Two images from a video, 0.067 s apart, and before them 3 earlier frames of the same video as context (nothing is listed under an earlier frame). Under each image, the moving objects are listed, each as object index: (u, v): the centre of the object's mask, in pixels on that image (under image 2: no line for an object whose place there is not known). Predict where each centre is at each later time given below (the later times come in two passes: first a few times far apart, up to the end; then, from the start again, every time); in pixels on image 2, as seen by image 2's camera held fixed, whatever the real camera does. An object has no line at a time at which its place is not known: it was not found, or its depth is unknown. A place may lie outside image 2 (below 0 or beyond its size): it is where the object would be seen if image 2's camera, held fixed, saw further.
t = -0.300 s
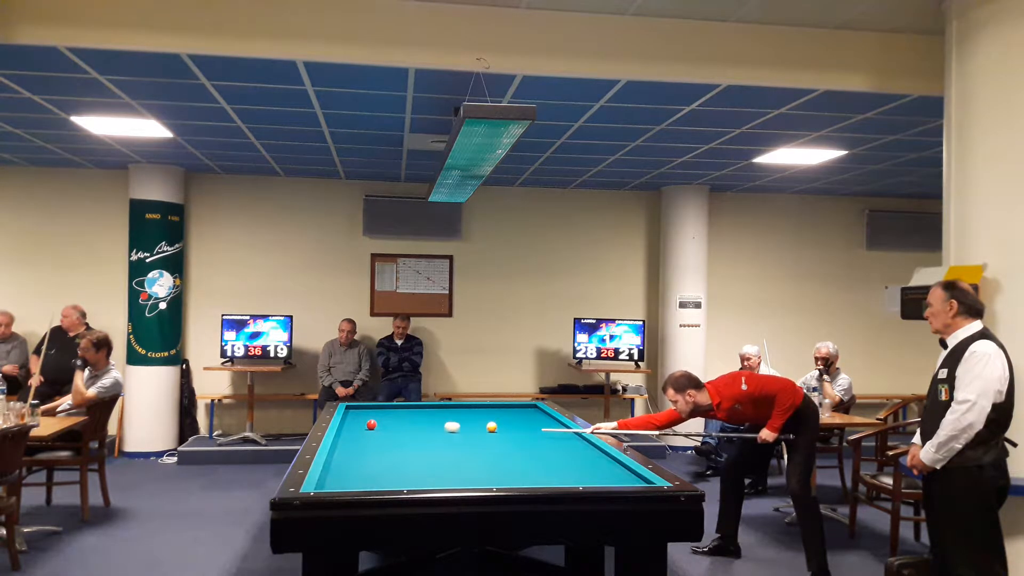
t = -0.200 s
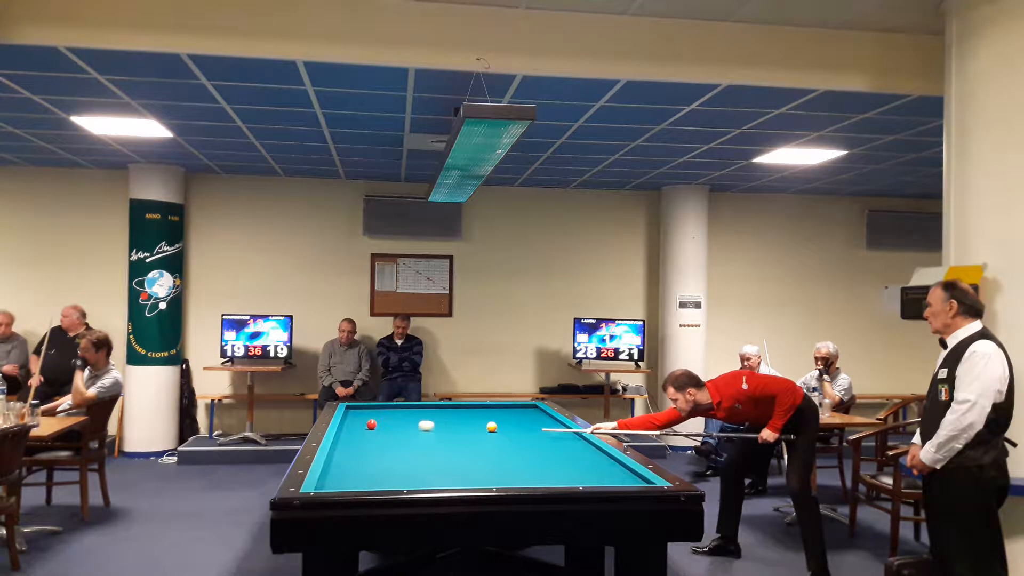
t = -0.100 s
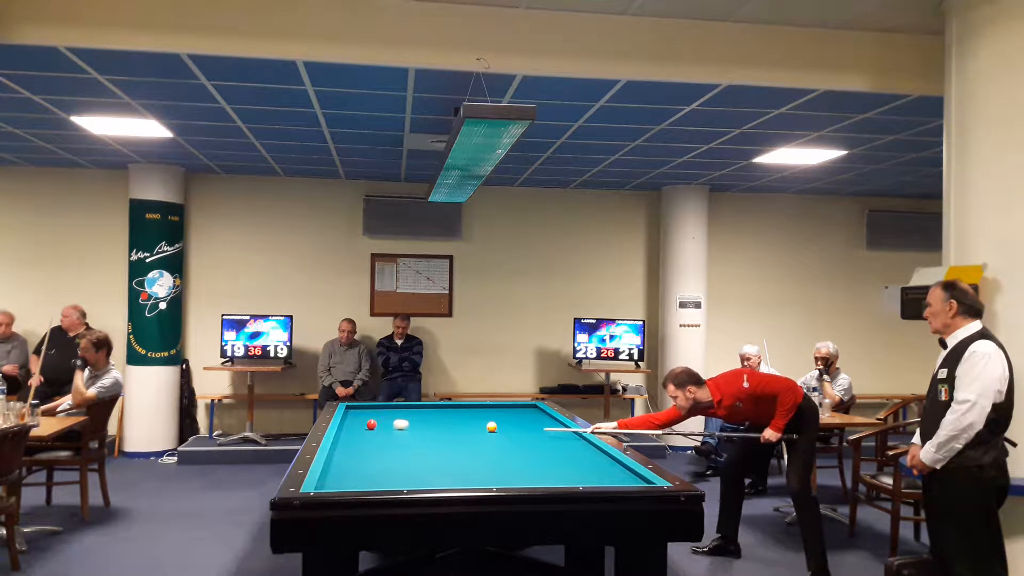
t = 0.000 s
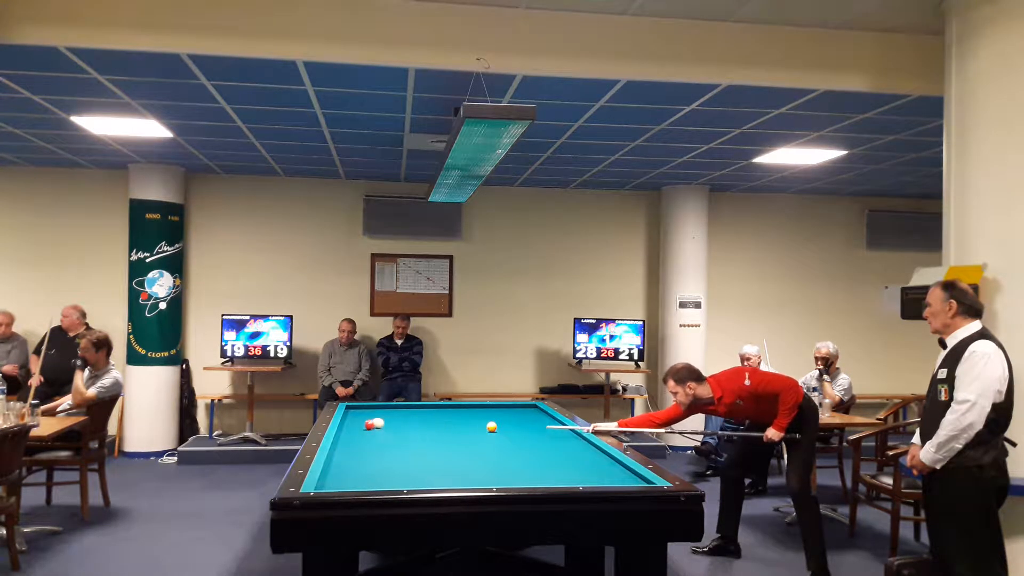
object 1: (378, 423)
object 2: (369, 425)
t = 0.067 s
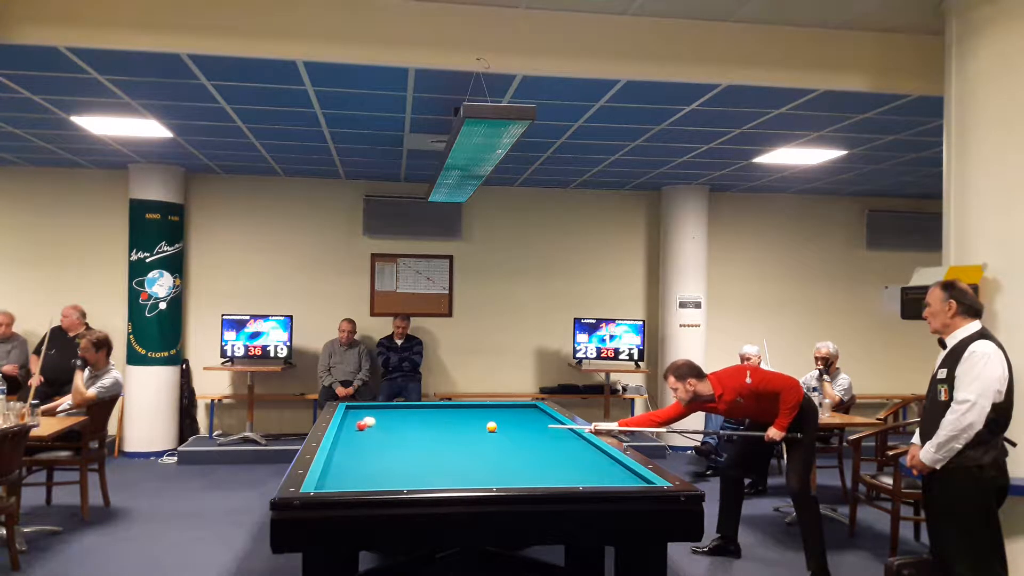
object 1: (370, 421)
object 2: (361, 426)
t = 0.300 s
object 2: (344, 428)
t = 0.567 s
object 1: (374, 413)
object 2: (357, 429)
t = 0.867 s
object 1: (396, 409)
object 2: (371, 429)
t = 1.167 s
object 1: (416, 405)
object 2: (384, 430)
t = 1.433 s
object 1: (436, 407)
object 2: (396, 431)
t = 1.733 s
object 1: (460, 409)
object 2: (408, 432)
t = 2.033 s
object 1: (483, 411)
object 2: (420, 433)
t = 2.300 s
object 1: (504, 413)
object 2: (431, 434)
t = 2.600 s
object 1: (528, 416)
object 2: (442, 434)
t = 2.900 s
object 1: (552, 418)
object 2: (453, 435)
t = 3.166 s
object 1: (544, 420)
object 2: (462, 436)
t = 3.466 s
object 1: (534, 422)
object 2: (472, 436)
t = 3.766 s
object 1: (525, 425)
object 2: (481, 437)
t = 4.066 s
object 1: (515, 427)
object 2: (489, 438)
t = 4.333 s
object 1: (506, 429)
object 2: (496, 438)
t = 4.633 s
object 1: (496, 431)
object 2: (504, 439)
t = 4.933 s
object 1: (486, 434)
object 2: (510, 439)
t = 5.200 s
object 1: (477, 436)
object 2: (516, 439)
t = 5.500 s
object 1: (466, 439)
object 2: (521, 440)
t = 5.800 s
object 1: (456, 441)
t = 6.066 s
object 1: (447, 443)
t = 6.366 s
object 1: (436, 446)
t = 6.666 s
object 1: (426, 448)
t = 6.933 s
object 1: (417, 450)
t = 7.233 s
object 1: (407, 453)
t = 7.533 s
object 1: (397, 456)
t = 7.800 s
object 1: (388, 457)
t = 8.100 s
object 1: (379, 460)
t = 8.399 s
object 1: (369, 462)
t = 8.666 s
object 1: (362, 464)
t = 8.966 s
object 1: (353, 466)
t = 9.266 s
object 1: (345, 468)
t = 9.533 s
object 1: (338, 469)
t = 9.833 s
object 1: (331, 471)
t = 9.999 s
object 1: (328, 472)
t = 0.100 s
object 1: (365, 420)
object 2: (358, 426)
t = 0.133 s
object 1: (360, 420)
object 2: (354, 427)
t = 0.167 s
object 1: (355, 419)
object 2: (352, 427)
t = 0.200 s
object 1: (350, 418)
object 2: (349, 427)
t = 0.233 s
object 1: (346, 418)
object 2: (346, 428)
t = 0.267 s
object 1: (349, 418)
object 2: (343, 428)
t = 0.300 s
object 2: (344, 428)
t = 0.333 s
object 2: (346, 428)
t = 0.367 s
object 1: (358, 416)
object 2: (348, 428)
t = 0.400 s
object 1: (361, 416)
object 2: (349, 428)
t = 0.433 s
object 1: (364, 415)
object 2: (351, 428)
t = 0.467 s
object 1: (366, 415)
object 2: (352, 428)
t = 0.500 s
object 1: (369, 414)
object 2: (354, 428)
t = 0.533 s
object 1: (372, 414)
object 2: (355, 429)
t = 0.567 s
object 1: (374, 413)
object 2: (357, 429)
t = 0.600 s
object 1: (377, 412)
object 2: (359, 429)
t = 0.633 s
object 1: (379, 412)
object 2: (360, 429)
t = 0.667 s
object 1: (382, 411)
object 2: (362, 429)
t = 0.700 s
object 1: (384, 411)
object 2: (363, 429)
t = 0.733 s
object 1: (386, 411)
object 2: (365, 429)
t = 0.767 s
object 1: (389, 410)
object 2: (366, 429)
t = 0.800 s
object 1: (391, 410)
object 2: (368, 429)
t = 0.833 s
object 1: (393, 409)
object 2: (369, 429)
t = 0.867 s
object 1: (396, 409)
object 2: (371, 429)
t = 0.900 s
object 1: (398, 408)
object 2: (372, 430)
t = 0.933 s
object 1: (400, 408)
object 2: (374, 430)
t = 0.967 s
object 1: (402, 407)
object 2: (375, 430)
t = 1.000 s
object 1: (405, 407)
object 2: (377, 430)
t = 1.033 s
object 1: (407, 406)
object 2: (378, 430)
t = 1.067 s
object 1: (409, 406)
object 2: (380, 430)
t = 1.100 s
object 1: (411, 405)
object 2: (381, 430)
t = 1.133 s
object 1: (413, 405)
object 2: (383, 430)
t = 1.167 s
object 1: (416, 405)
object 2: (384, 430)
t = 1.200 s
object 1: (418, 405)
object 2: (386, 431)
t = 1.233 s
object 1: (421, 406)
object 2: (387, 431)
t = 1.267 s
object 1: (424, 406)
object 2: (389, 431)
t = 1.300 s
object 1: (426, 406)
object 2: (390, 431)
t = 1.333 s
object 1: (429, 406)
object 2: (392, 431)
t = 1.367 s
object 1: (431, 406)
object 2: (393, 431)
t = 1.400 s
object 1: (434, 407)
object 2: (394, 431)
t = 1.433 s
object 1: (436, 407)
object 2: (396, 431)
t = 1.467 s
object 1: (439, 407)
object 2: (397, 431)
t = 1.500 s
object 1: (441, 407)
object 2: (399, 431)
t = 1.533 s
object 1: (444, 408)
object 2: (400, 431)
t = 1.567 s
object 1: (447, 408)
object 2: (401, 431)
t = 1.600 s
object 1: (449, 408)
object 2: (403, 432)
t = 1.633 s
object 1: (452, 409)
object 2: (404, 432)
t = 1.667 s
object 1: (454, 409)
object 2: (406, 432)
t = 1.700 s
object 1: (457, 409)
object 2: (407, 432)
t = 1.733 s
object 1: (460, 409)
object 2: (408, 432)
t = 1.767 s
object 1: (462, 410)
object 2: (410, 432)
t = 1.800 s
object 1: (465, 410)
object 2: (411, 432)
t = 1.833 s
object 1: (468, 410)
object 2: (412, 432)
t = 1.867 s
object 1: (470, 410)
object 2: (414, 432)
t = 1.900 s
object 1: (473, 410)
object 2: (415, 433)
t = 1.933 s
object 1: (475, 411)
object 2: (417, 433)
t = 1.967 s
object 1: (478, 411)
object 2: (418, 433)
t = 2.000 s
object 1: (481, 411)
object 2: (419, 433)
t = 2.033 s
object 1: (483, 411)
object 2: (420, 433)
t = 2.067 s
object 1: (486, 411)
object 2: (422, 433)
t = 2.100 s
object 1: (489, 412)
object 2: (423, 433)
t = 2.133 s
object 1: (491, 412)
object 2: (424, 433)
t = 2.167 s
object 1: (494, 412)
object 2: (426, 433)
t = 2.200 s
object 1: (496, 413)
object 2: (427, 433)
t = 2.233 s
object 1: (499, 413)
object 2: (428, 433)
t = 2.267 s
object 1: (502, 413)
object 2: (430, 433)
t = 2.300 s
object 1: (504, 413)
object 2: (431, 434)
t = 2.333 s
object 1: (507, 414)
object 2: (432, 434)
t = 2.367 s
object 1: (510, 414)
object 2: (433, 434)
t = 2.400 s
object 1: (512, 414)
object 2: (435, 434)
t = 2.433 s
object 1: (515, 414)
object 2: (436, 434)
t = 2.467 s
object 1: (518, 415)
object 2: (437, 434)
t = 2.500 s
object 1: (520, 415)
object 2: (438, 434)
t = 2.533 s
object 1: (523, 415)
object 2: (440, 434)
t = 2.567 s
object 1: (526, 415)
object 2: (441, 434)
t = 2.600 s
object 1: (528, 416)
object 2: (442, 434)
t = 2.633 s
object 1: (531, 416)
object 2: (443, 434)
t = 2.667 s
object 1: (534, 416)
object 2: (445, 434)
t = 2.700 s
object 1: (536, 416)
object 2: (446, 435)
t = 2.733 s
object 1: (539, 417)
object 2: (447, 435)
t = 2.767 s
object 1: (542, 417)
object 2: (448, 435)
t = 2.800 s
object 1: (544, 417)
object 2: (449, 435)
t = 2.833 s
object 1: (547, 417)
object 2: (450, 435)
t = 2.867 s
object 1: (550, 418)
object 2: (452, 435)
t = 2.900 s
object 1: (552, 418)
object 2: (453, 435)
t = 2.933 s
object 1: (551, 418)
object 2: (454, 435)
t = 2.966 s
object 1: (550, 418)
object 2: (455, 435)
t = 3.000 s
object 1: (549, 419)
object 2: (456, 435)
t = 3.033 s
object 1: (548, 419)
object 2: (457, 435)
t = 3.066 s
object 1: (547, 419)
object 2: (458, 435)
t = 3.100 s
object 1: (546, 419)
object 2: (460, 435)
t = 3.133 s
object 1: (545, 420)
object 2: (461, 435)
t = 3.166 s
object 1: (544, 420)
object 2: (462, 436)
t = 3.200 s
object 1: (543, 420)
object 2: (463, 436)
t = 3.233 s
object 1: (542, 420)
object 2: (464, 436)
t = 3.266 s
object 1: (541, 421)
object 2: (465, 436)
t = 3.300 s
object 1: (540, 421)
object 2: (466, 436)
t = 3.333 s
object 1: (538, 421)
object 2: (467, 436)
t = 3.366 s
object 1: (537, 422)
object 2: (468, 436)
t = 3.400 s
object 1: (536, 422)
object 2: (469, 436)
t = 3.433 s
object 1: (535, 422)
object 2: (470, 436)
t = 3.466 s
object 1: (534, 422)
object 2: (472, 436)
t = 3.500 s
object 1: (533, 423)
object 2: (473, 436)
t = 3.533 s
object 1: (532, 423)
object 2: (473, 437)
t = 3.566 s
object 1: (531, 423)
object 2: (475, 437)
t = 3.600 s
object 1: (530, 423)
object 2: (476, 437)
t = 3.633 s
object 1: (529, 424)
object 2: (477, 437)
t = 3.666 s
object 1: (528, 424)
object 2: (478, 437)
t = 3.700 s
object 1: (527, 424)
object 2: (479, 437)
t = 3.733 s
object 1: (526, 424)
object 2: (480, 437)
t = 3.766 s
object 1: (525, 425)
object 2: (481, 437)
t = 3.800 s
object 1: (523, 425)
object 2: (481, 437)
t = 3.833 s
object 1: (522, 425)
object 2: (483, 437)
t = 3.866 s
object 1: (521, 425)
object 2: (483, 437)
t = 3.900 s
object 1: (520, 426)
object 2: (484, 437)
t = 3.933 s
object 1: (519, 426)
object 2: (485, 437)
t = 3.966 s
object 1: (518, 426)
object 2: (486, 438)
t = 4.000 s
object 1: (517, 427)
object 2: (487, 438)
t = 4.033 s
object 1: (516, 427)
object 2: (488, 438)
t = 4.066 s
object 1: (515, 427)
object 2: (489, 438)
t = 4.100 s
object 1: (514, 427)
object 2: (490, 438)
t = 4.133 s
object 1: (512, 428)
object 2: (491, 438)
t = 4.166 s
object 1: (511, 428)
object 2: (492, 438)
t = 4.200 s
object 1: (510, 428)
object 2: (493, 438)
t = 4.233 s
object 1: (509, 428)
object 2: (493, 438)
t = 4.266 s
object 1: (508, 429)
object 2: (494, 438)
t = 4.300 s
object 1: (507, 429)
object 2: (495, 438)
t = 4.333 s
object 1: (506, 429)
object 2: (496, 438)
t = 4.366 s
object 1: (505, 429)
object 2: (497, 438)
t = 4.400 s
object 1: (504, 430)
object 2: (498, 438)
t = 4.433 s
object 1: (504, 430)
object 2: (498, 438)
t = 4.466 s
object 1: (502, 430)
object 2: (499, 438)
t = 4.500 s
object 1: (501, 430)
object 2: (500, 439)
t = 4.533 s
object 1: (499, 430)
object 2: (501, 439)
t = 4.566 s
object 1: (498, 430)
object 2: (502, 439)
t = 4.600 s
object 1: (497, 431)
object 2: (503, 439)
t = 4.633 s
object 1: (496, 431)
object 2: (504, 439)
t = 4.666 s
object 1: (495, 432)
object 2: (504, 439)
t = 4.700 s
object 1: (494, 432)
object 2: (505, 439)
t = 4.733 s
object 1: (493, 433)
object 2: (506, 439)
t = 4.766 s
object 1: (492, 433)
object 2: (507, 439)
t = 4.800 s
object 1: (490, 433)
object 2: (507, 439)
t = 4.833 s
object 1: (489, 434)
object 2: (508, 439)
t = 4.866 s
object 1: (488, 434)
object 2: (509, 439)
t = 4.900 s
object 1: (487, 434)
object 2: (510, 439)
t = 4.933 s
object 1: (486, 434)
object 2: (510, 439)
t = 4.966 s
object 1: (484, 434)
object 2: (511, 439)
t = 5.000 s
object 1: (483, 435)
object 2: (512, 439)
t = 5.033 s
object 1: (482, 435)
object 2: (512, 439)
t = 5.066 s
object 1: (481, 435)
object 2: (513, 439)
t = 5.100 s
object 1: (480, 436)
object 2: (514, 439)
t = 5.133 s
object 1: (479, 436)
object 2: (514, 439)
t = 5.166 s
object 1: (478, 436)
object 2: (515, 439)
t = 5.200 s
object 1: (477, 436)
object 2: (516, 439)
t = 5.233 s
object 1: (475, 437)
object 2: (516, 439)
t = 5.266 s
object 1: (474, 437)
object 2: (517, 439)
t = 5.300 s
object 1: (473, 437)
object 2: (518, 440)
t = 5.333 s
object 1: (472, 437)
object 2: (518, 440)
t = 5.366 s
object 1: (471, 438)
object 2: (519, 440)
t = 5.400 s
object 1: (470, 438)
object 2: (519, 440)
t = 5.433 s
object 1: (469, 438)
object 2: (520, 440)
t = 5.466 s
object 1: (467, 439)
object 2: (521, 440)
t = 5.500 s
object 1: (466, 439)
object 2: (521, 440)
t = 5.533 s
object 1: (465, 439)
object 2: (522, 440)
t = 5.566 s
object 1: (464, 440)
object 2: (522, 440)
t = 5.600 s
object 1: (463, 440)
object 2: (523, 440)
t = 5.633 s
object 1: (462, 440)
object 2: (524, 440)
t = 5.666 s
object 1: (460, 440)
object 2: (524, 440)
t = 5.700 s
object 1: (459, 440)
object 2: (525, 440)
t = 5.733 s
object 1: (458, 441)
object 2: (525, 440)
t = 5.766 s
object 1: (457, 441)
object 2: (526, 440)
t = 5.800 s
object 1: (456, 441)
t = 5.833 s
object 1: (455, 442)
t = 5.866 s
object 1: (453, 442)
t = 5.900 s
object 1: (452, 442)
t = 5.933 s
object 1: (451, 442)
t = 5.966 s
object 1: (450, 443)
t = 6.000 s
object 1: (449, 443)
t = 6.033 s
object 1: (448, 443)
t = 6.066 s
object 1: (447, 443)
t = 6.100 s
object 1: (445, 444)
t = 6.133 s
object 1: (444, 444)
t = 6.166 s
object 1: (443, 444)
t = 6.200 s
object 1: (442, 445)
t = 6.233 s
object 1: (441, 445)
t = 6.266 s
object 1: (440, 445)
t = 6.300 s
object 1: (439, 445)
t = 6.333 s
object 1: (437, 446)
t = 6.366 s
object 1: (436, 446)
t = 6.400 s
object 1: (435, 446)
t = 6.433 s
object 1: (434, 447)
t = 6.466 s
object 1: (433, 447)
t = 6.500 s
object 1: (432, 447)
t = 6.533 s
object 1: (431, 447)
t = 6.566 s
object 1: (429, 448)
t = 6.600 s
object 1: (428, 448)
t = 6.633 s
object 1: (427, 448)
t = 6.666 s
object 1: (426, 448)
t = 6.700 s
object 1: (425, 449)
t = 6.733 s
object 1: (424, 449)
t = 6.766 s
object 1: (423, 449)
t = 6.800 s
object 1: (421, 449)
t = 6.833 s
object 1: (420, 450)
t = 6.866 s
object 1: (419, 450)
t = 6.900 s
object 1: (418, 450)
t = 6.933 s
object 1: (417, 450)
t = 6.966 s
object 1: (416, 451)
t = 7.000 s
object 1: (415, 451)
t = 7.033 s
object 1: (413, 451)
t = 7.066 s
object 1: (412, 452)
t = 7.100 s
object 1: (411, 452)
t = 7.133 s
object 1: (410, 452)
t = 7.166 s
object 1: (409, 452)
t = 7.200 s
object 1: (408, 453)
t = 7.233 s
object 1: (407, 453)
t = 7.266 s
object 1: (406, 453)
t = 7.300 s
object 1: (405, 454)
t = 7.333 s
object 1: (404, 454)
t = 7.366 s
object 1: (402, 454)
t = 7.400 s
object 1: (401, 454)
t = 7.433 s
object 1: (400, 455)
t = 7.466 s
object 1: (399, 455)
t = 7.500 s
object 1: (398, 455)
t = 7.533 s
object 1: (397, 456)
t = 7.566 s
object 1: (396, 456)
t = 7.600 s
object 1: (395, 456)
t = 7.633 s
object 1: (394, 456)
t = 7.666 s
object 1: (392, 457)
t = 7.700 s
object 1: (391, 457)
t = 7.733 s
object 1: (390, 457)
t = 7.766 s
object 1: (389, 457)
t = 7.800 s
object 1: (388, 457)
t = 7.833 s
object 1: (387, 458)
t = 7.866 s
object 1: (386, 458)
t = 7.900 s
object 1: (385, 458)
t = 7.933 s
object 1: (384, 458)
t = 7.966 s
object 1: (383, 459)
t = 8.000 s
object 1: (382, 459)
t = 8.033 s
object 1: (381, 459)
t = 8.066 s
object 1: (380, 459)
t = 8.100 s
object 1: (379, 460)
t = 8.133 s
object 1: (377, 460)
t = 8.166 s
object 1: (376, 460)
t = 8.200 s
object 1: (375, 460)
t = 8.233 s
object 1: (374, 461)
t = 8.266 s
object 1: (373, 461)
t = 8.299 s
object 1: (372, 461)
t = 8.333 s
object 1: (371, 461)
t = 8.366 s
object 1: (371, 462)
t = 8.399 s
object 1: (369, 462)
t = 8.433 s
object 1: (368, 462)
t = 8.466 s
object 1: (367, 462)
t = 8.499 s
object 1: (366, 463)
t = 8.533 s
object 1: (365, 463)
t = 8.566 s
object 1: (364, 463)
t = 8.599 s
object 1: (363, 463)
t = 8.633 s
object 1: (363, 464)
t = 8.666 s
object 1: (362, 464)
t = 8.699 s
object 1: (361, 464)
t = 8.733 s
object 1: (360, 464)
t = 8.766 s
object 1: (359, 465)
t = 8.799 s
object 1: (358, 465)
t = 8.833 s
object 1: (357, 465)
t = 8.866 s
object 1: (356, 465)
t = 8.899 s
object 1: (355, 465)
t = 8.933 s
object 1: (354, 466)
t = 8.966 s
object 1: (353, 466)
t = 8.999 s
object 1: (352, 466)
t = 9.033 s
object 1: (351, 466)
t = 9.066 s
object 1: (350, 466)
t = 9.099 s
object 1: (349, 467)
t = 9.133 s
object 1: (348, 467)
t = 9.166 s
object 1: (348, 467)
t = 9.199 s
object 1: (347, 467)
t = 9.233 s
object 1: (346, 468)
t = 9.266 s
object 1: (345, 468)
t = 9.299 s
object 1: (344, 468)
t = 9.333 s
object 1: (343, 468)
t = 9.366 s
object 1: (342, 468)
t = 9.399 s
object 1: (342, 468)
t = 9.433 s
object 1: (341, 469)
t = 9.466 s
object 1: (340, 469)
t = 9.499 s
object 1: (339, 469)
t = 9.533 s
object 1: (338, 469)
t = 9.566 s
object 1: (338, 469)
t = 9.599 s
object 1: (337, 470)
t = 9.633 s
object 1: (336, 470)
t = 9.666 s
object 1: (335, 470)
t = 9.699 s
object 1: (335, 470)
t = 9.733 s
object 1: (334, 470)
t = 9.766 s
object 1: (333, 470)
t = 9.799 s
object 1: (332, 471)
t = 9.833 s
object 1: (331, 471)
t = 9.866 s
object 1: (331, 471)
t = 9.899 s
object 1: (330, 471)
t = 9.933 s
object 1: (330, 471)
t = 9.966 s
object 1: (329, 471)
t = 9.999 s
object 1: (328, 472)
